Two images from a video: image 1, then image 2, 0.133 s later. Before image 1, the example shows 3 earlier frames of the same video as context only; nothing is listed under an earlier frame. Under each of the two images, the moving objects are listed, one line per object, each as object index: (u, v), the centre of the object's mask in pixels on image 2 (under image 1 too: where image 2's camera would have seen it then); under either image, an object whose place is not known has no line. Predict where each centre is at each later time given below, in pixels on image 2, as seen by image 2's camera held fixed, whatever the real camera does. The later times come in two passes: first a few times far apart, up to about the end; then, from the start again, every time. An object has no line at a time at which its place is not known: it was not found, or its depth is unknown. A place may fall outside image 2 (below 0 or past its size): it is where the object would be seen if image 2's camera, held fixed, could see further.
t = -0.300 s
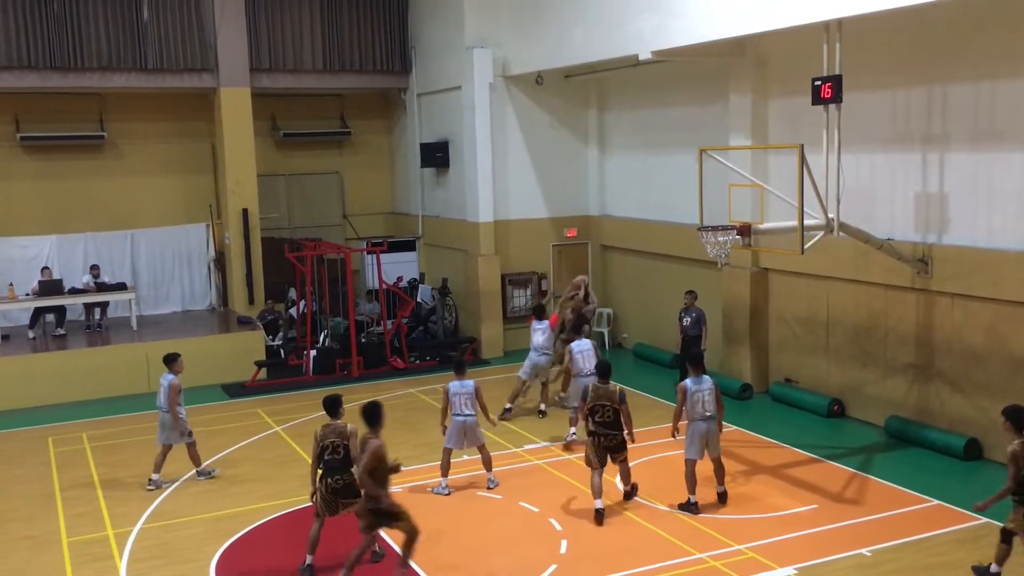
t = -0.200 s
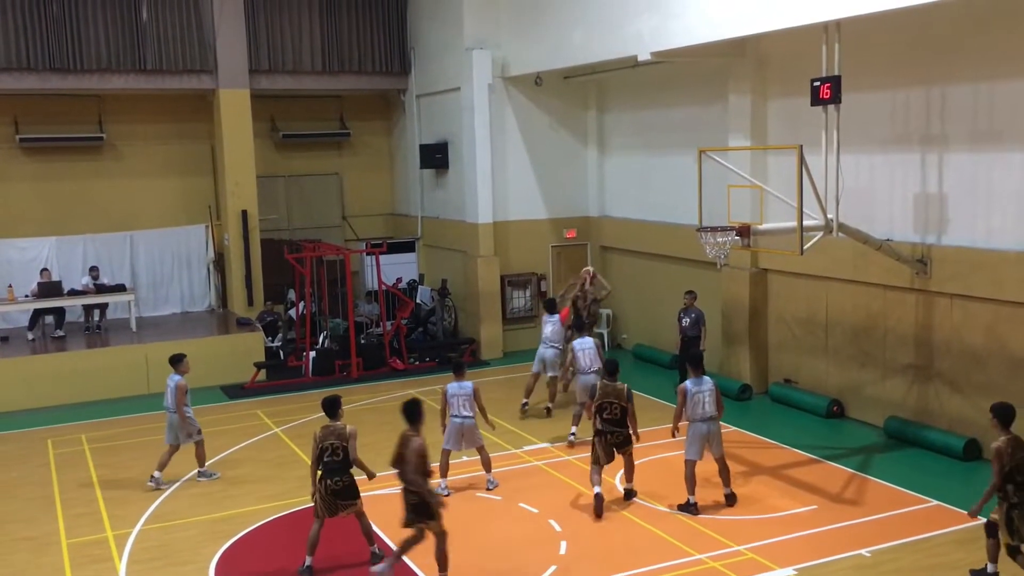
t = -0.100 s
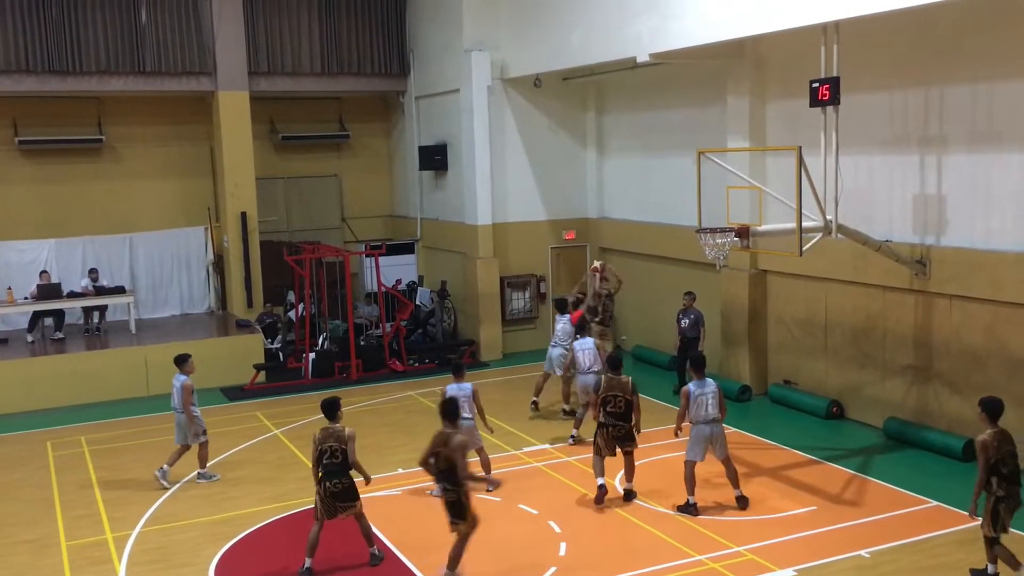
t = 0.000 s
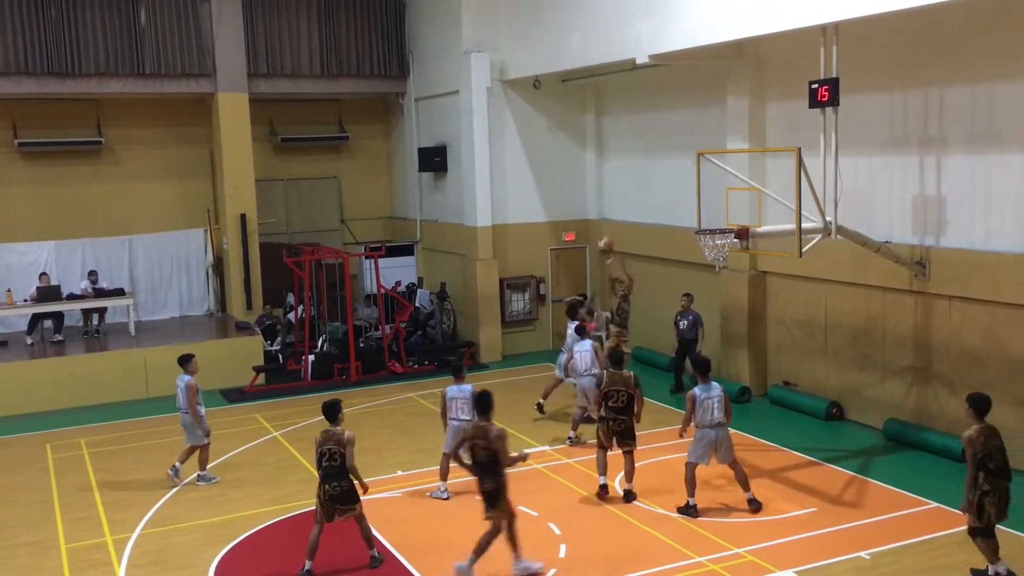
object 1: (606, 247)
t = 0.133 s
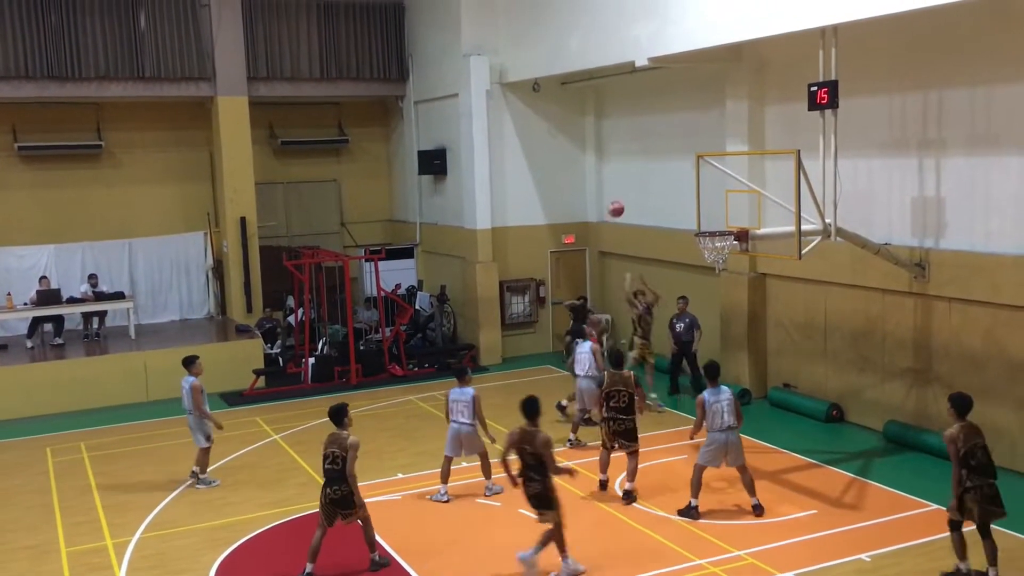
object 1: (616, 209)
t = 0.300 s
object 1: (631, 175)
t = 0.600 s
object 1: (661, 158)
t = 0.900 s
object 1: (697, 213)
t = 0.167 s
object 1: (619, 201)
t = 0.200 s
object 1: (622, 194)
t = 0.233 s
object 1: (625, 186)
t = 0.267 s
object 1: (628, 180)
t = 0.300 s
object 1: (631, 175)
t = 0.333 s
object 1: (634, 170)
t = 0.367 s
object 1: (637, 165)
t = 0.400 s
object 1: (641, 162)
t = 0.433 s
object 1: (644, 159)
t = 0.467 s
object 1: (647, 157)
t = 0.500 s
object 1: (650, 157)
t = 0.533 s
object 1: (653, 156)
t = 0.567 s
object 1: (657, 157)
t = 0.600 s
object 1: (661, 158)
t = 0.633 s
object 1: (664, 160)
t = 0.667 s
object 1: (669, 164)
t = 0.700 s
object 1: (672, 168)
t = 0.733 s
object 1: (676, 173)
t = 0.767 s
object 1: (680, 179)
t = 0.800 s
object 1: (684, 186)
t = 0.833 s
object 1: (688, 195)
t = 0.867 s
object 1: (693, 203)
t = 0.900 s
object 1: (697, 213)
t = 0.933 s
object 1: (701, 225)
